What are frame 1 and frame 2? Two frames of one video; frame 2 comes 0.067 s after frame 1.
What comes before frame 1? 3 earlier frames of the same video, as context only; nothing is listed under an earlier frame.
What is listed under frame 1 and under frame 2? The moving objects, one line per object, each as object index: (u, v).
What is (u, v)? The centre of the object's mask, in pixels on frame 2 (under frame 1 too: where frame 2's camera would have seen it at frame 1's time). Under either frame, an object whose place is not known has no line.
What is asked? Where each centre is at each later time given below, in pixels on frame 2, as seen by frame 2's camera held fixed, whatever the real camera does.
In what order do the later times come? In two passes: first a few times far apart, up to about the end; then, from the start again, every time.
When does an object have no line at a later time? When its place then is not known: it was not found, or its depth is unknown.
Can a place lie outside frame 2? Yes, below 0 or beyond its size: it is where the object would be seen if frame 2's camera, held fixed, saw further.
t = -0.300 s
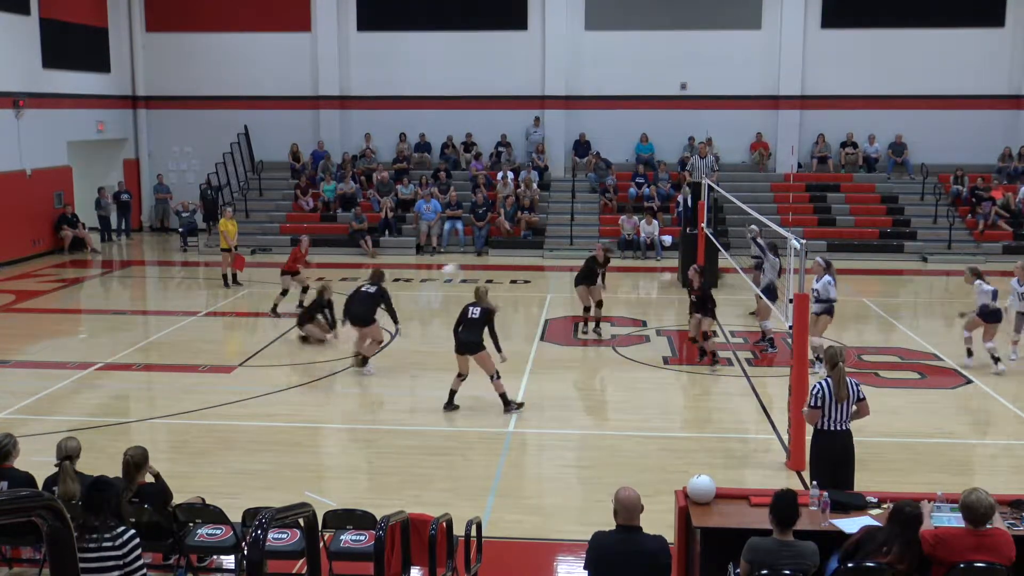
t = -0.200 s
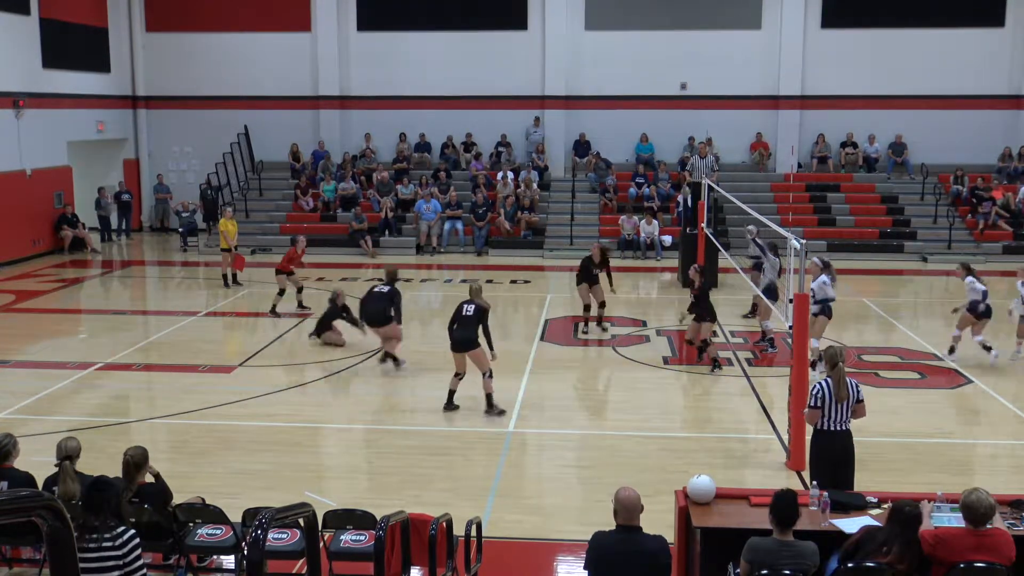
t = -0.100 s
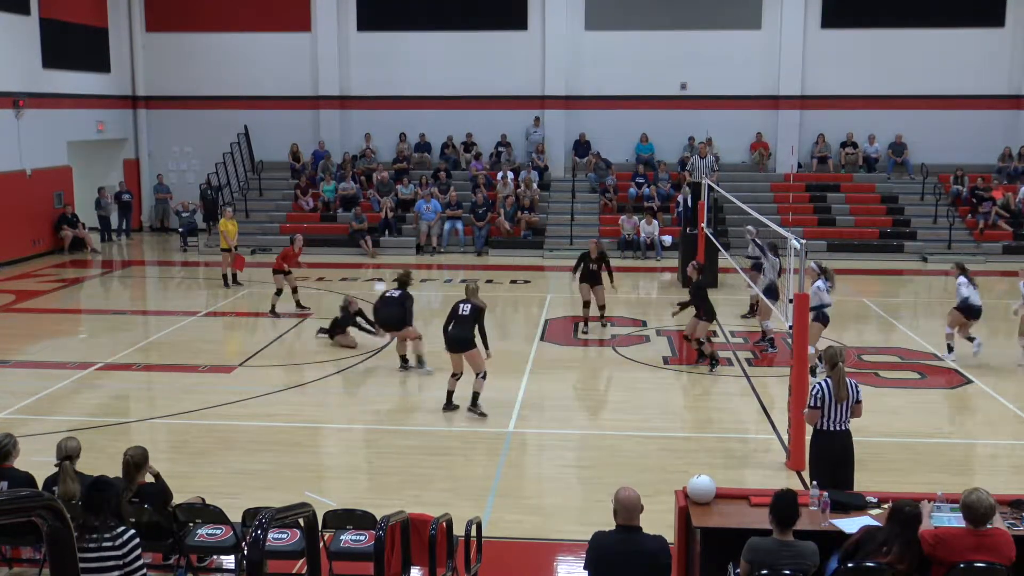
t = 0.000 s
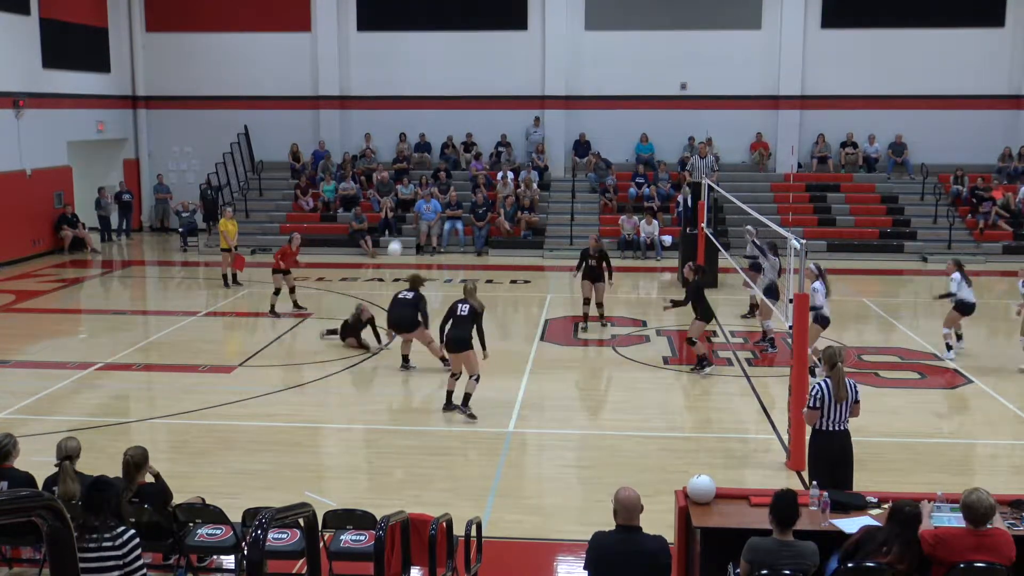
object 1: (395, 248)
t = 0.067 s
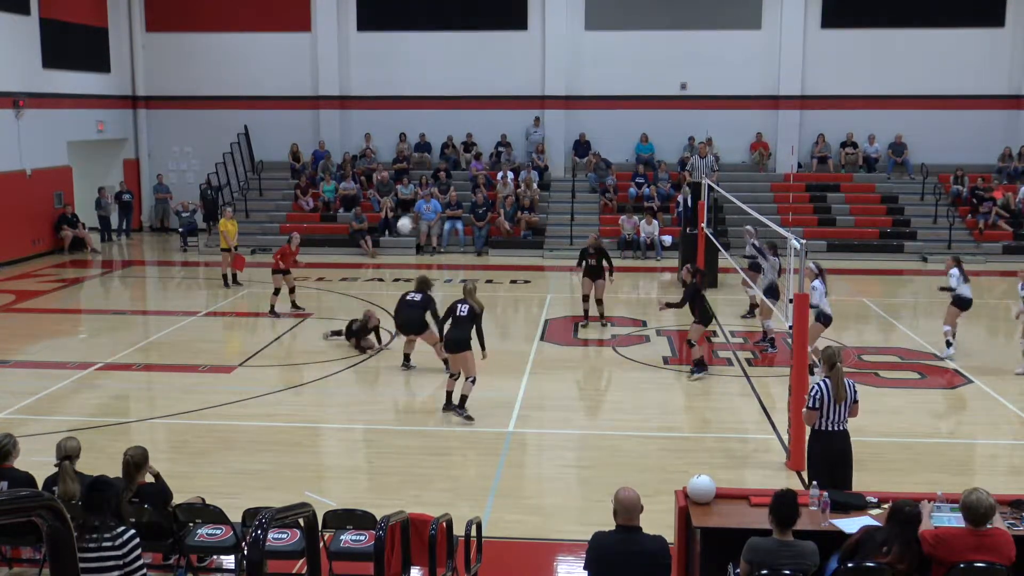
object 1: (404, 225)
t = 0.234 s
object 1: (427, 173)
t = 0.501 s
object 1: (466, 123)
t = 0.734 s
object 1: (501, 123)
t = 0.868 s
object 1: (523, 147)
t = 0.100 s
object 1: (409, 213)
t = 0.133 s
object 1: (413, 202)
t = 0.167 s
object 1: (418, 192)
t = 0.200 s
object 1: (423, 182)
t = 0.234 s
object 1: (427, 173)
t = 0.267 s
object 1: (432, 164)
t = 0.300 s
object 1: (438, 157)
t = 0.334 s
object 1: (443, 149)
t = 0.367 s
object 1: (447, 143)
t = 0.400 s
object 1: (452, 137)
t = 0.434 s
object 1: (457, 131)
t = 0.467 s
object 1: (461, 127)
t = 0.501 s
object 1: (466, 123)
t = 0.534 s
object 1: (471, 121)
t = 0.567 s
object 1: (476, 119)
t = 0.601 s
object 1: (482, 118)
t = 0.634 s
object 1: (486, 119)
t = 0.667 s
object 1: (490, 118)
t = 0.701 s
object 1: (497, 120)
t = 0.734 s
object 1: (501, 123)
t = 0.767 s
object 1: (507, 127)
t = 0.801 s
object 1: (512, 132)
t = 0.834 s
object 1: (518, 139)
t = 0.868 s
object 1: (523, 147)
